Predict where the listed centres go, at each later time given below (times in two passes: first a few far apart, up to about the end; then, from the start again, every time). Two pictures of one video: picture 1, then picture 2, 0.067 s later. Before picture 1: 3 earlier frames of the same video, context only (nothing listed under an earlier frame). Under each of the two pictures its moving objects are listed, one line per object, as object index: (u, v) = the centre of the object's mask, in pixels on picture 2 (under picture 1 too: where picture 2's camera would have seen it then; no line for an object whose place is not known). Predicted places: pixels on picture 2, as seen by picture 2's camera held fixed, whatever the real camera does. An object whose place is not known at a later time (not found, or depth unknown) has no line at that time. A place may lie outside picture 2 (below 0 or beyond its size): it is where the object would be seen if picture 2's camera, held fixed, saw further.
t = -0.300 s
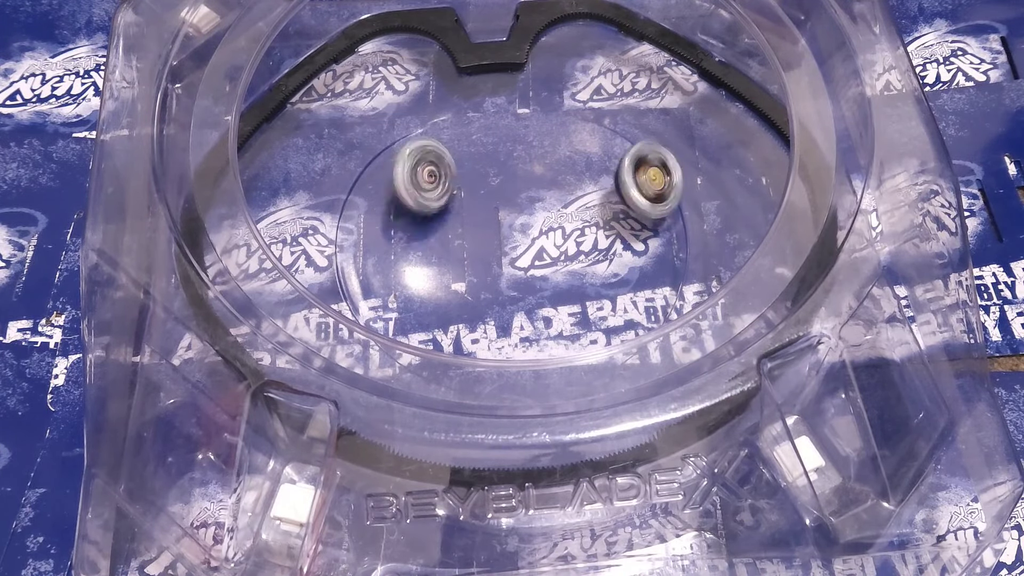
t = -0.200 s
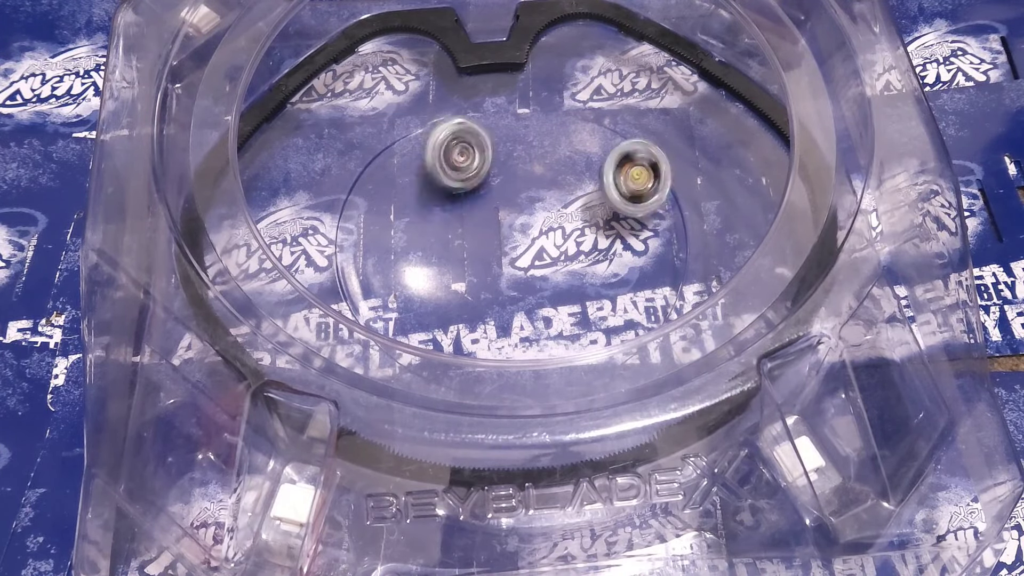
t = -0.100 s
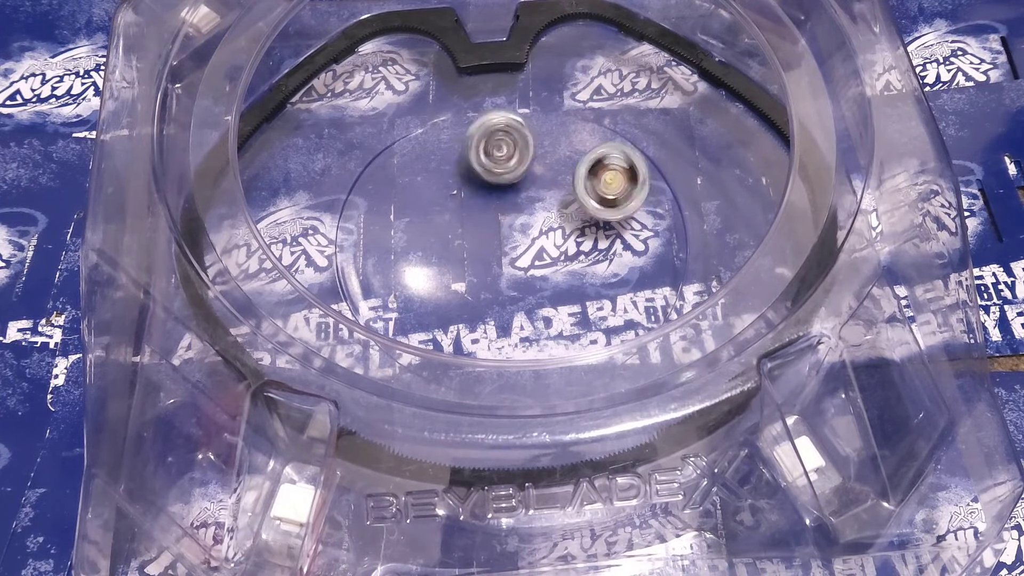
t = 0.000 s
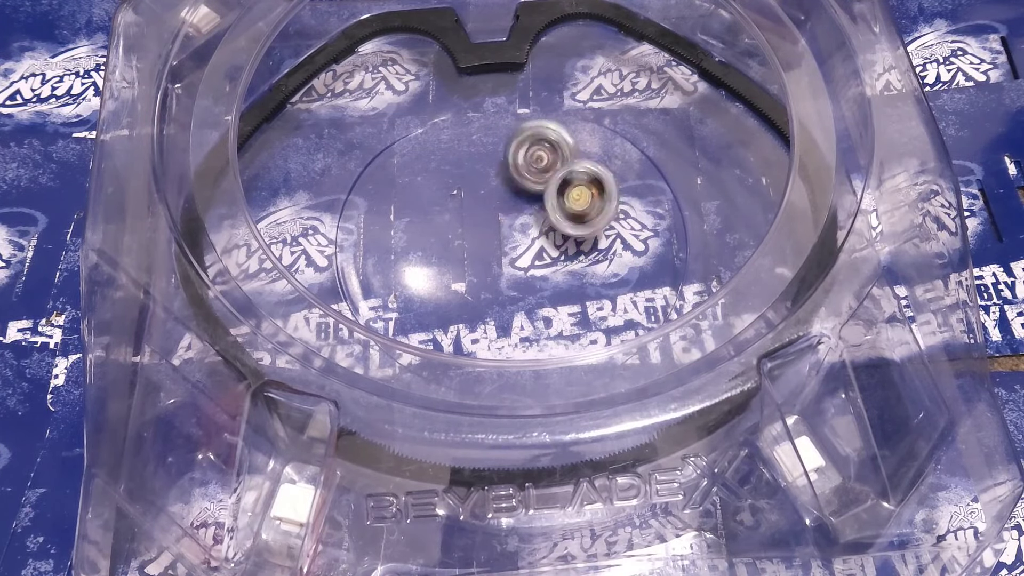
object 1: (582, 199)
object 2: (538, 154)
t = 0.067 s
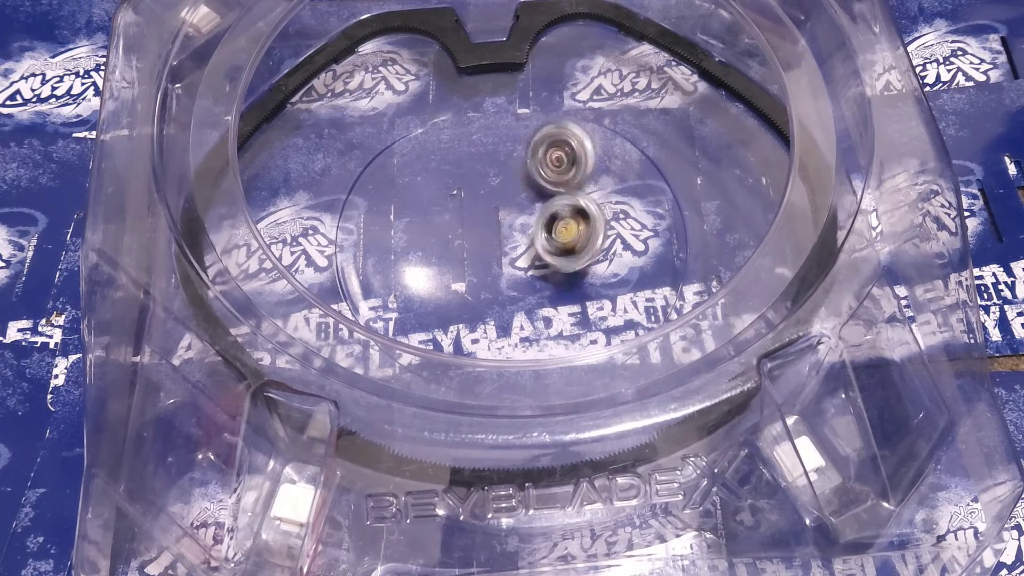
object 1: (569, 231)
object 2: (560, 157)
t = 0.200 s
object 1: (549, 285)
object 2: (592, 193)
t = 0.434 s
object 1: (480, 333)
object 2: (578, 286)
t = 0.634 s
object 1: (387, 299)
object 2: (497, 318)
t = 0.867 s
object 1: (368, 196)
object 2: (420, 269)
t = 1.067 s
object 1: (439, 99)
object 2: (436, 239)
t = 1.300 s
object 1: (546, 100)
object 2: (525, 243)
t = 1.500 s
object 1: (564, 185)
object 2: (581, 264)
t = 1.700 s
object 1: (482, 265)
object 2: (584, 307)
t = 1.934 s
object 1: (396, 312)
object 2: (515, 310)
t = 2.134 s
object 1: (404, 271)
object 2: (476, 260)
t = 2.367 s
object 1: (457, 186)
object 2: (520, 204)
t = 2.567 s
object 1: (546, 137)
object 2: (577, 214)
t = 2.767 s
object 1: (584, 117)
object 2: (596, 258)
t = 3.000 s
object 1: (596, 140)
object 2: (538, 287)
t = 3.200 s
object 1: (592, 181)
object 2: (480, 251)
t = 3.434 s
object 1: (588, 193)
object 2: (496, 189)
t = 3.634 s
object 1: (592, 201)
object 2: (532, 186)
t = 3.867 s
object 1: (594, 213)
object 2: (519, 224)
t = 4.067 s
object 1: (580, 236)
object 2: (474, 234)
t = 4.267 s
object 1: (532, 231)
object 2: (459, 210)
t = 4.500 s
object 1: (538, 232)
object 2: (476, 194)
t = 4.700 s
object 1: (542, 245)
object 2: (486, 210)
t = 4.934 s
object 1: (535, 260)
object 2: (458, 214)
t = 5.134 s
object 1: (533, 260)
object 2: (462, 199)
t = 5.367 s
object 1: (539, 270)
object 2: (502, 196)
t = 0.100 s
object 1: (564, 249)
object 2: (571, 165)
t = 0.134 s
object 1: (558, 263)
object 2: (580, 174)
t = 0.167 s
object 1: (553, 277)
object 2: (587, 185)
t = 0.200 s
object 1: (549, 285)
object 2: (592, 193)
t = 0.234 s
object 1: (545, 296)
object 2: (597, 206)
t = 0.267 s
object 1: (539, 306)
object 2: (599, 220)
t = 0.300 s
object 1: (531, 316)
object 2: (600, 234)
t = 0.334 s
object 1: (520, 324)
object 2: (598, 247)
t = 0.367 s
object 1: (509, 329)
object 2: (593, 262)
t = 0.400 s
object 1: (494, 332)
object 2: (588, 274)
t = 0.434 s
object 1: (480, 333)
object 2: (578, 286)
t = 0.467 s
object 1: (463, 332)
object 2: (569, 295)
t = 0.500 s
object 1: (448, 329)
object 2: (556, 304)
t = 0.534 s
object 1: (432, 325)
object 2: (541, 311)
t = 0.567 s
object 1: (416, 318)
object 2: (526, 316)
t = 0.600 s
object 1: (400, 309)
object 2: (511, 318)
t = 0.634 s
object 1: (387, 299)
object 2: (497, 318)
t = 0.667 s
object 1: (377, 285)
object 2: (481, 317)
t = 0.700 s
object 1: (368, 271)
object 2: (466, 312)
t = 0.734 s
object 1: (363, 256)
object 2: (453, 306)
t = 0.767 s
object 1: (360, 241)
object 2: (441, 299)
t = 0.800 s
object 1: (360, 225)
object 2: (432, 290)
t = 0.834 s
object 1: (362, 210)
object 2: (425, 280)
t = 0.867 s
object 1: (368, 196)
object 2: (420, 269)
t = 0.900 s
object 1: (373, 185)
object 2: (418, 259)
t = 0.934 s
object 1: (382, 173)
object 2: (416, 248)
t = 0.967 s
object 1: (394, 161)
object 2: (417, 235)
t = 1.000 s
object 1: (407, 149)
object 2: (420, 227)
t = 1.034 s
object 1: (422, 120)
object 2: (428, 234)
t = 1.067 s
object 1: (439, 99)
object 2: (436, 239)
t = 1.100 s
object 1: (456, 83)
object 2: (446, 244)
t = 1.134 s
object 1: (473, 73)
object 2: (457, 247)
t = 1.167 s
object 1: (491, 72)
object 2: (471, 246)
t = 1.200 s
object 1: (506, 77)
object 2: (484, 245)
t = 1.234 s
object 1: (521, 83)
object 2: (498, 243)
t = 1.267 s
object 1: (534, 91)
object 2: (510, 243)
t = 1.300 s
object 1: (546, 100)
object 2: (525, 243)
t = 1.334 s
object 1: (555, 110)
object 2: (537, 245)
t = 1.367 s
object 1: (562, 122)
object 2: (548, 246)
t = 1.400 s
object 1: (568, 137)
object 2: (560, 250)
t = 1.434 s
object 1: (569, 152)
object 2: (568, 254)
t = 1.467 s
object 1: (568, 171)
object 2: (576, 259)
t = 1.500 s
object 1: (564, 185)
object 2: (581, 264)
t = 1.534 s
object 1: (558, 205)
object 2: (584, 267)
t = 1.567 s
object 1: (552, 219)
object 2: (584, 272)
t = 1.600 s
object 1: (535, 229)
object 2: (590, 280)
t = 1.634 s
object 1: (518, 242)
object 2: (592, 292)
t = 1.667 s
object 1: (500, 253)
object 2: (590, 300)
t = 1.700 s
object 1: (482, 265)
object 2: (584, 307)
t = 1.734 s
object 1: (467, 278)
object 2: (577, 312)
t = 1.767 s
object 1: (451, 289)
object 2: (569, 315)
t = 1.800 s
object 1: (437, 297)
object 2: (558, 319)
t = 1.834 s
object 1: (424, 307)
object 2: (548, 318)
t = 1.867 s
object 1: (413, 311)
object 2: (536, 318)
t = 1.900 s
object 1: (404, 312)
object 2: (525, 315)
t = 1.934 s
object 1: (396, 312)
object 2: (515, 310)
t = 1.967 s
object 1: (392, 310)
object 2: (504, 306)
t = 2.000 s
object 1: (392, 306)
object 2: (495, 298)
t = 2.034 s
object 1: (391, 300)
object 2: (487, 289)
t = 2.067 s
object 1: (391, 293)
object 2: (483, 281)
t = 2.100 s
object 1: (396, 283)
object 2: (477, 271)
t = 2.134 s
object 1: (404, 271)
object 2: (476, 260)
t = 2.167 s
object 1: (412, 258)
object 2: (476, 249)
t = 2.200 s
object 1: (417, 247)
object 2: (479, 240)
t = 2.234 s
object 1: (422, 231)
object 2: (489, 232)
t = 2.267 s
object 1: (426, 222)
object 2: (496, 225)
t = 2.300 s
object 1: (436, 207)
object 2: (503, 219)
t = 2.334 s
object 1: (445, 195)
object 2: (511, 211)
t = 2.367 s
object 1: (457, 186)
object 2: (520, 204)
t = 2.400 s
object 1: (470, 176)
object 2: (530, 200)
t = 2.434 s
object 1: (486, 168)
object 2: (541, 201)
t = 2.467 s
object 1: (502, 159)
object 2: (552, 204)
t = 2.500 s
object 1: (520, 151)
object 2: (561, 206)
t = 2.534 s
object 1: (534, 144)
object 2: (570, 210)
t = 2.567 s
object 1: (546, 137)
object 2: (577, 214)
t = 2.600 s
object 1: (558, 132)
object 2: (585, 220)
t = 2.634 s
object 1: (568, 125)
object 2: (591, 225)
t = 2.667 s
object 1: (574, 122)
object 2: (595, 232)
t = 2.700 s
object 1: (579, 118)
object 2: (598, 241)
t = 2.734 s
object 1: (582, 117)
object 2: (598, 249)
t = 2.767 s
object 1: (584, 117)
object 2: (596, 258)
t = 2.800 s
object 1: (586, 118)
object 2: (592, 265)
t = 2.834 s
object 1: (587, 119)
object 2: (587, 272)
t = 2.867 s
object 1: (589, 121)
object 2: (579, 280)
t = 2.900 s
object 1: (591, 124)
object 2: (570, 282)
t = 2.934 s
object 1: (594, 128)
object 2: (562, 285)
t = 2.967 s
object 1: (595, 134)
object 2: (549, 287)
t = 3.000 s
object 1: (596, 140)
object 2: (538, 287)
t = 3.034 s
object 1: (595, 147)
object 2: (526, 285)
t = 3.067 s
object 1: (595, 153)
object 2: (514, 282)
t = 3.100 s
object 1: (594, 160)
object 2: (503, 277)
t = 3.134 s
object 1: (593, 166)
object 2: (493, 270)
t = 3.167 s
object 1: (593, 172)
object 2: (486, 262)
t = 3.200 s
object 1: (592, 181)
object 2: (480, 251)
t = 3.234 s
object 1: (592, 187)
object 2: (477, 241)
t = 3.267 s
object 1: (593, 193)
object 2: (475, 231)
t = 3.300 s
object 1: (594, 195)
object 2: (476, 221)
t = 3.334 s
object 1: (593, 196)
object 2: (479, 211)
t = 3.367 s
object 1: (592, 196)
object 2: (484, 203)
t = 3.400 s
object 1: (591, 195)
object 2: (489, 196)
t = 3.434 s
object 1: (588, 193)
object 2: (496, 189)
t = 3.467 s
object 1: (585, 194)
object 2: (504, 185)
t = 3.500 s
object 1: (584, 194)
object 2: (514, 181)
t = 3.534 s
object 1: (587, 196)
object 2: (518, 179)
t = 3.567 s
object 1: (589, 198)
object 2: (523, 181)
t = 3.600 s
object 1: (591, 200)
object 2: (528, 183)
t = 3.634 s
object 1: (592, 201)
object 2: (532, 186)
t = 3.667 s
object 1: (593, 202)
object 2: (537, 190)
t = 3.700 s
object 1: (597, 204)
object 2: (533, 193)
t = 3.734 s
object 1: (601, 205)
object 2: (530, 199)
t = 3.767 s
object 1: (599, 207)
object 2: (528, 205)
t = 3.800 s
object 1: (598, 209)
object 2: (527, 212)
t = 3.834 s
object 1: (597, 210)
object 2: (525, 220)
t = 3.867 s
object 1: (594, 213)
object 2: (519, 224)
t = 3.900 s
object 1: (590, 218)
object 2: (512, 227)
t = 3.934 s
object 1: (588, 224)
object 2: (505, 230)
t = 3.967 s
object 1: (585, 230)
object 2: (497, 233)
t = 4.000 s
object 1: (584, 235)
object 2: (488, 235)
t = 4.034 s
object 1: (582, 236)
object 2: (480, 235)
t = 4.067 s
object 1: (580, 236)
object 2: (474, 234)
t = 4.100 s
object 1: (572, 234)
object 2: (467, 230)
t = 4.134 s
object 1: (565, 231)
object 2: (462, 227)
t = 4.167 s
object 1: (558, 231)
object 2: (460, 223)
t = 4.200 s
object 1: (550, 231)
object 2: (459, 219)
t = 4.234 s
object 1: (541, 232)
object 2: (459, 214)
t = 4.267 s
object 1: (532, 231)
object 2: (459, 210)
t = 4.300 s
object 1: (527, 229)
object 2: (460, 207)
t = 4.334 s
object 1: (527, 230)
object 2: (460, 202)
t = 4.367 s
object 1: (527, 229)
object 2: (462, 199)
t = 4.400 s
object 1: (529, 230)
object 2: (463, 197)
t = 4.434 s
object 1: (530, 230)
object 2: (467, 195)
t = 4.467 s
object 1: (534, 232)
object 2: (471, 194)
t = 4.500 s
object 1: (538, 232)
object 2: (476, 194)
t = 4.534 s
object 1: (544, 234)
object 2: (478, 194)
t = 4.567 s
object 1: (544, 236)
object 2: (482, 197)
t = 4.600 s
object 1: (545, 238)
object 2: (484, 200)
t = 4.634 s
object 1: (547, 241)
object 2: (484, 202)
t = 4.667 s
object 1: (546, 243)
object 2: (486, 205)
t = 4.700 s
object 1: (542, 245)
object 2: (486, 210)
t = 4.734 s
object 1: (542, 248)
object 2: (485, 212)
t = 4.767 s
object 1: (538, 252)
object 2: (482, 216)
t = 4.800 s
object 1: (541, 253)
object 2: (474, 216)
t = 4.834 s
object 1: (541, 256)
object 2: (466, 218)
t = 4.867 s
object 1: (540, 258)
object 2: (462, 216)
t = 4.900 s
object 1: (538, 260)
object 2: (461, 216)
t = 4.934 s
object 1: (535, 260)
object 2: (458, 214)
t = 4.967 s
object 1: (534, 260)
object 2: (457, 213)
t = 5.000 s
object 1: (533, 259)
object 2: (456, 212)
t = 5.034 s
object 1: (532, 259)
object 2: (455, 210)
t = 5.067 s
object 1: (532, 259)
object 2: (456, 206)
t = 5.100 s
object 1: (532, 259)
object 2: (458, 203)
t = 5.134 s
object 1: (533, 260)
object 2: (462, 199)
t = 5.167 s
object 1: (534, 261)
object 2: (469, 196)
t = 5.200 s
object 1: (536, 263)
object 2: (476, 195)
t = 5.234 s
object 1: (537, 264)
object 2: (483, 196)
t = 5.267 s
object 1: (536, 265)
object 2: (488, 198)
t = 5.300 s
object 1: (536, 265)
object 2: (493, 200)
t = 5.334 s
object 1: (539, 270)
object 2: (497, 197)
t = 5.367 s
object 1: (539, 270)
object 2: (502, 196)
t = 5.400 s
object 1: (540, 268)
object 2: (510, 196)
